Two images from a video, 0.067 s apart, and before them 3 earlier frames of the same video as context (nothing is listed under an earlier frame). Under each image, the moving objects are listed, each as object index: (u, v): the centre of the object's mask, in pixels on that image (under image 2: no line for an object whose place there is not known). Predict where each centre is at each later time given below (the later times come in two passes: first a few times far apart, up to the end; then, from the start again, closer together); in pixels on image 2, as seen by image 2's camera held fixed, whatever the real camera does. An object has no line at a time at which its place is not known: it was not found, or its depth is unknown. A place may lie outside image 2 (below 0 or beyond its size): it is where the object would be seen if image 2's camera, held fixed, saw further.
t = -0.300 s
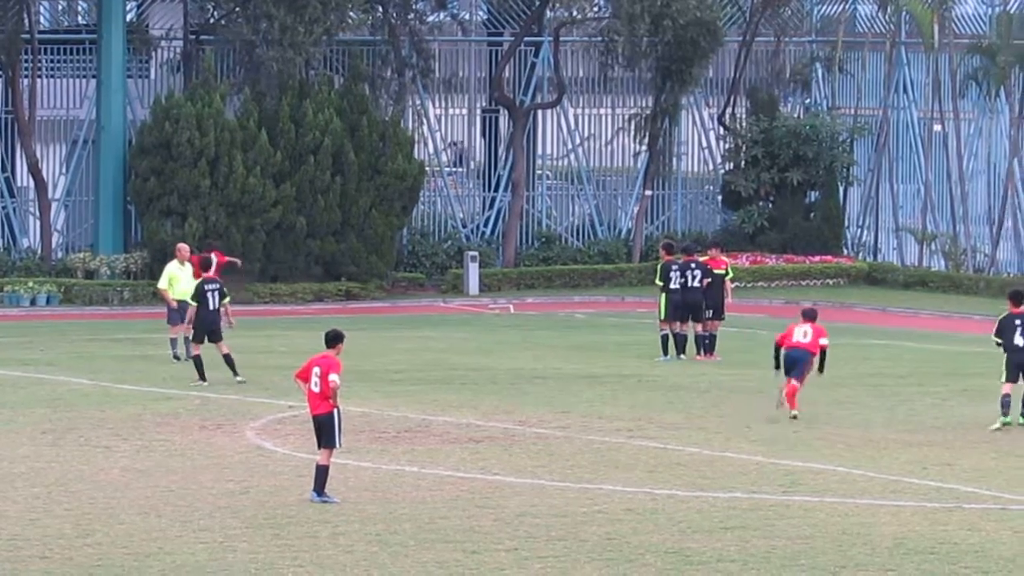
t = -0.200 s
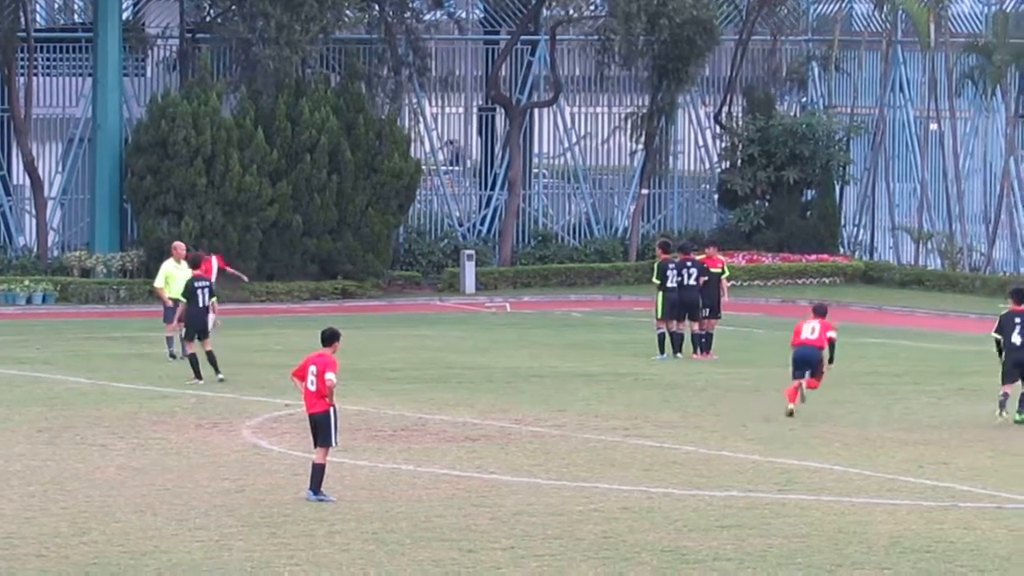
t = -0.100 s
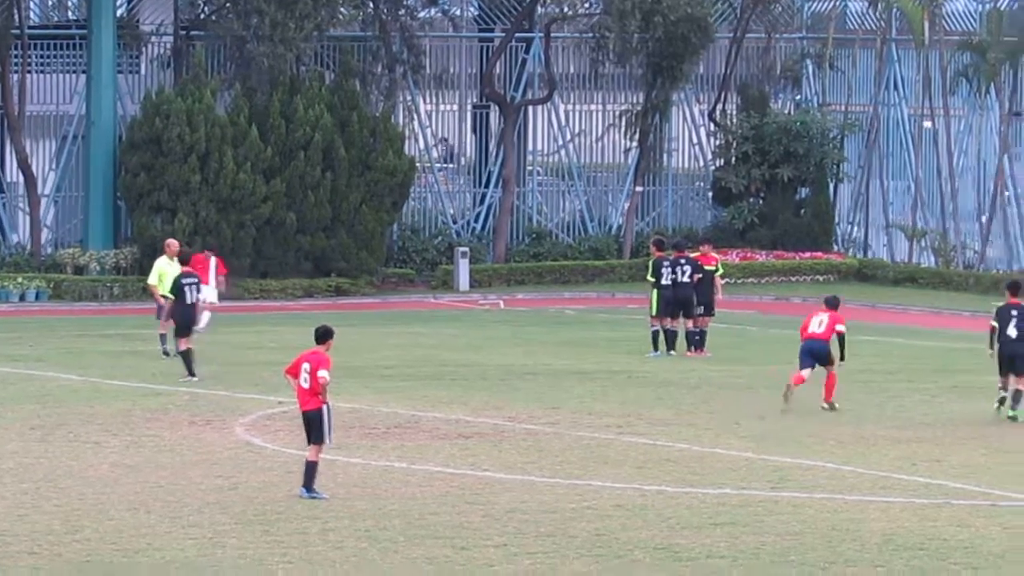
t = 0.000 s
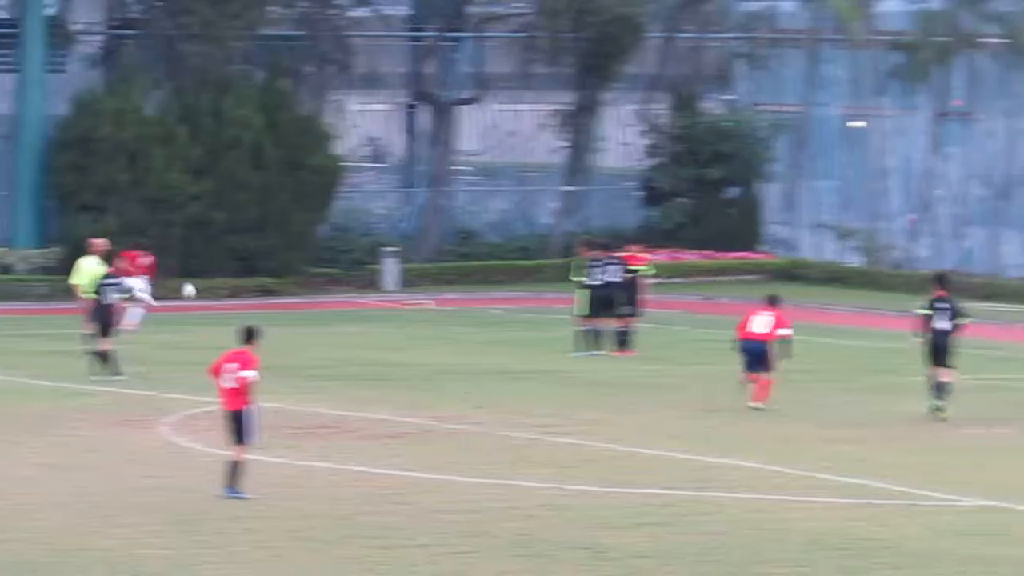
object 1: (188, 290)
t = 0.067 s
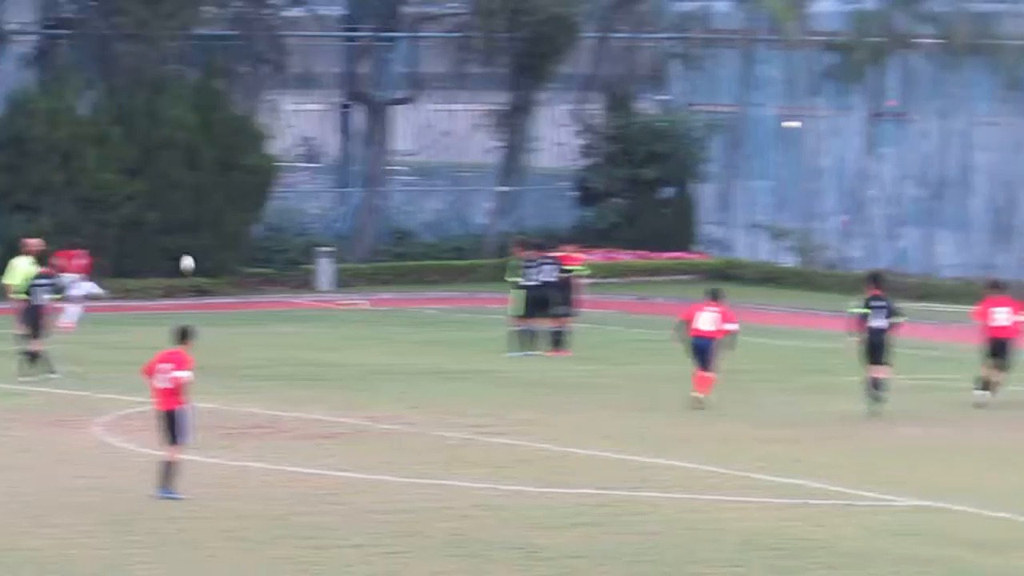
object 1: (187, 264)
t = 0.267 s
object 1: (393, 192)
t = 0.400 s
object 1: (530, 157)
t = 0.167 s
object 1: (288, 225)
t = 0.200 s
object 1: (325, 212)
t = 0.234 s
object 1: (360, 202)
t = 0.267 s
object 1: (393, 192)
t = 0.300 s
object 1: (427, 182)
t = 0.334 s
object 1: (461, 172)
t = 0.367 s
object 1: (495, 165)
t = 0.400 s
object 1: (530, 157)
